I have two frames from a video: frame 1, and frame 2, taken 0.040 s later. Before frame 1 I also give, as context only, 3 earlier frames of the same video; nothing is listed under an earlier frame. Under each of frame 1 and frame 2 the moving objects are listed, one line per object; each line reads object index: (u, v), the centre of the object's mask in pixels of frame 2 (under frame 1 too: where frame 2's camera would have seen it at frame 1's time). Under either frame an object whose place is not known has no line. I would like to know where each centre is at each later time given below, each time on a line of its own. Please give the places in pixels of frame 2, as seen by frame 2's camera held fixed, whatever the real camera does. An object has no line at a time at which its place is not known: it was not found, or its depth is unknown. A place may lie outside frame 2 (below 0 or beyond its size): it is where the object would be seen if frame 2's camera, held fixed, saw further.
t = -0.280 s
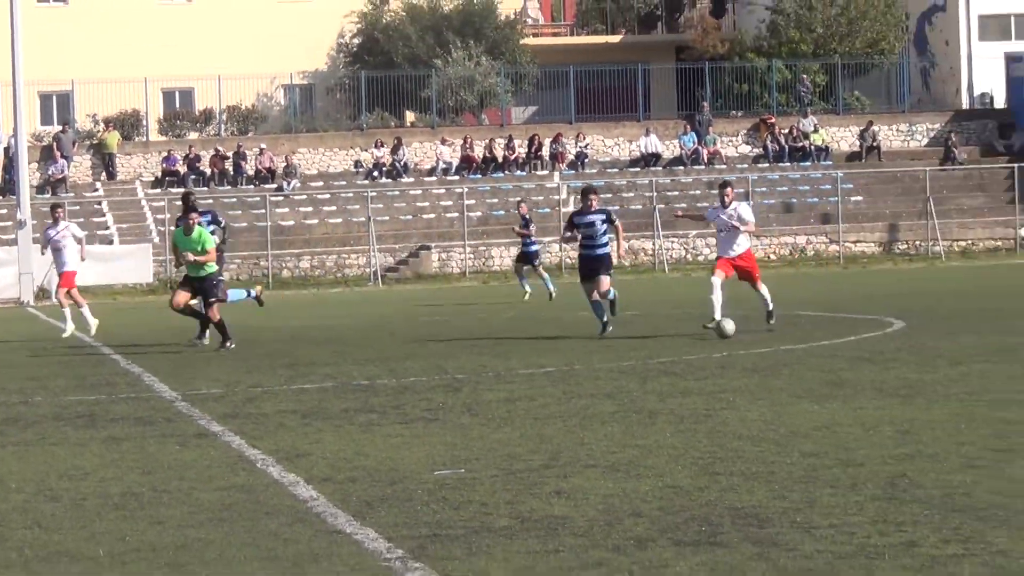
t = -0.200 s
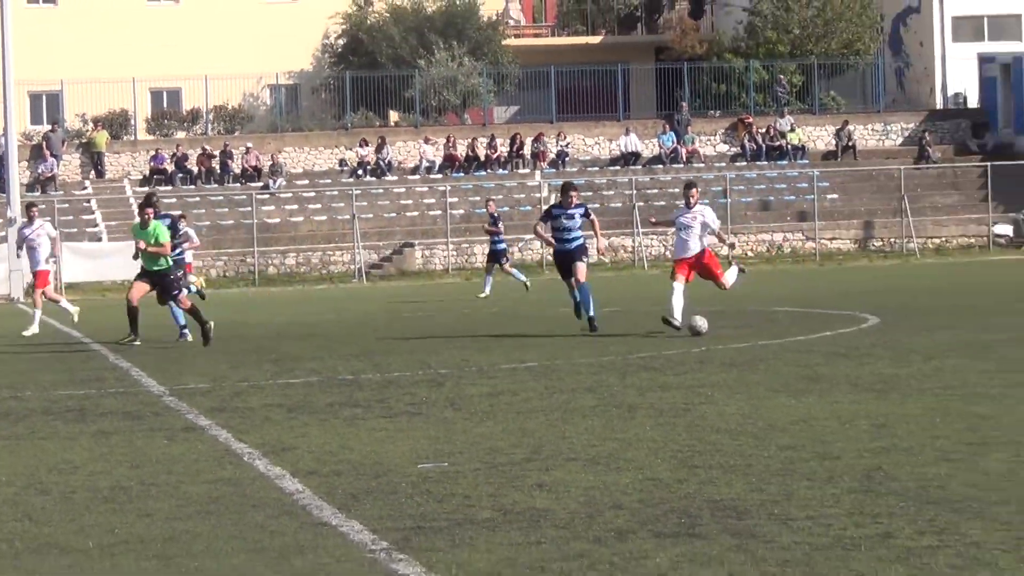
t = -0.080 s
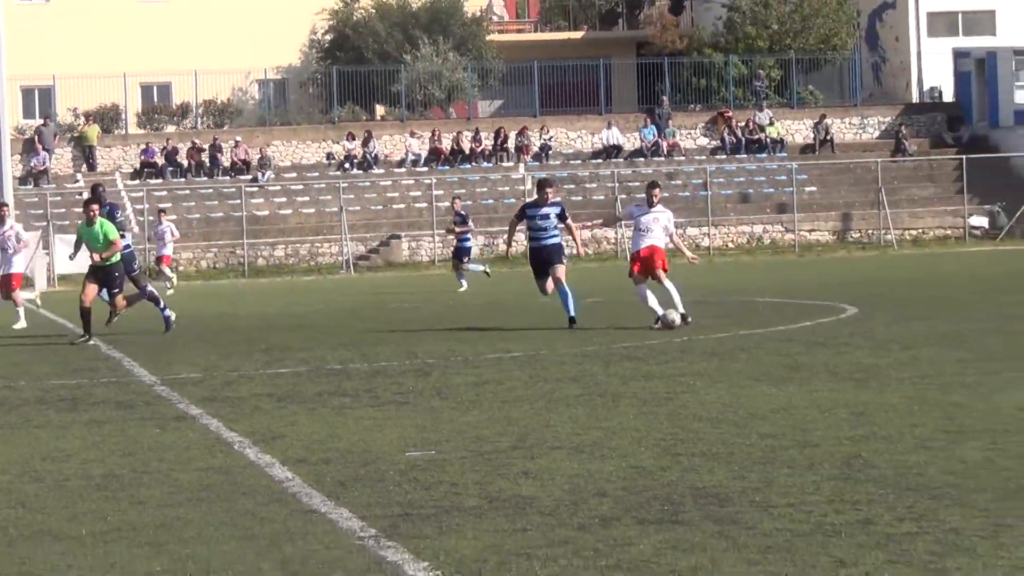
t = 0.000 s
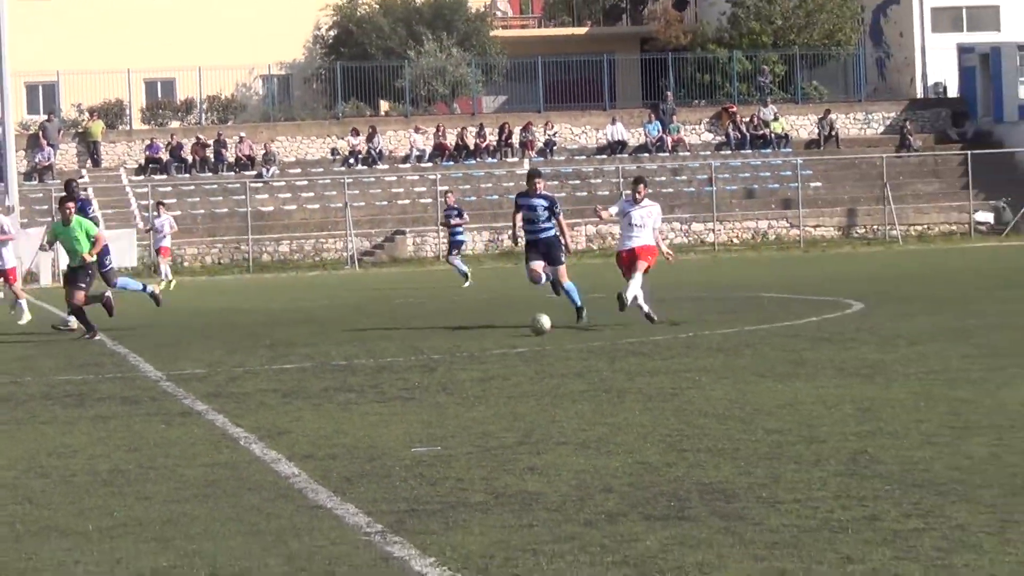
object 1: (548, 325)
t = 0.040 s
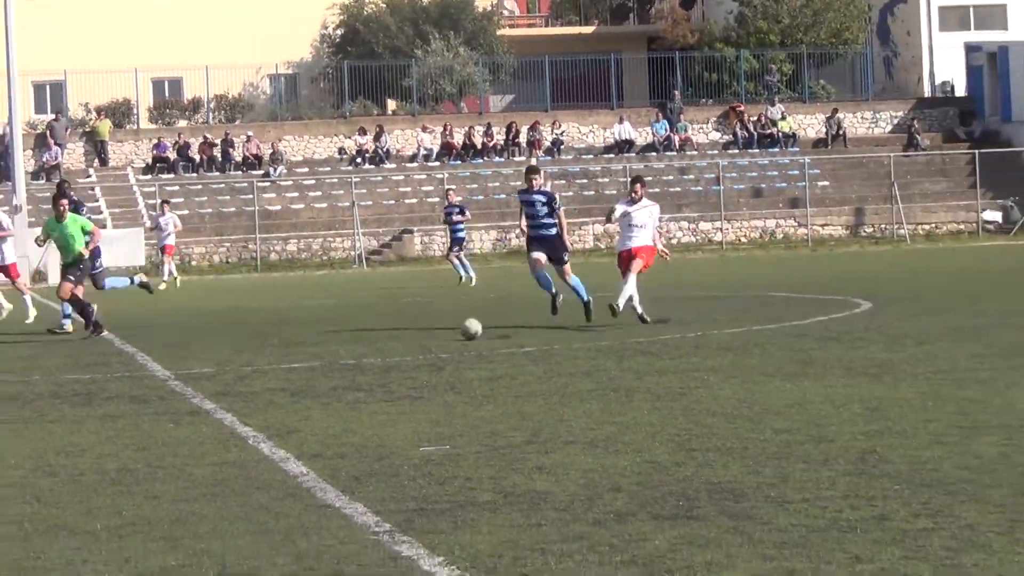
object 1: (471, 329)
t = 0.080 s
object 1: (395, 330)
